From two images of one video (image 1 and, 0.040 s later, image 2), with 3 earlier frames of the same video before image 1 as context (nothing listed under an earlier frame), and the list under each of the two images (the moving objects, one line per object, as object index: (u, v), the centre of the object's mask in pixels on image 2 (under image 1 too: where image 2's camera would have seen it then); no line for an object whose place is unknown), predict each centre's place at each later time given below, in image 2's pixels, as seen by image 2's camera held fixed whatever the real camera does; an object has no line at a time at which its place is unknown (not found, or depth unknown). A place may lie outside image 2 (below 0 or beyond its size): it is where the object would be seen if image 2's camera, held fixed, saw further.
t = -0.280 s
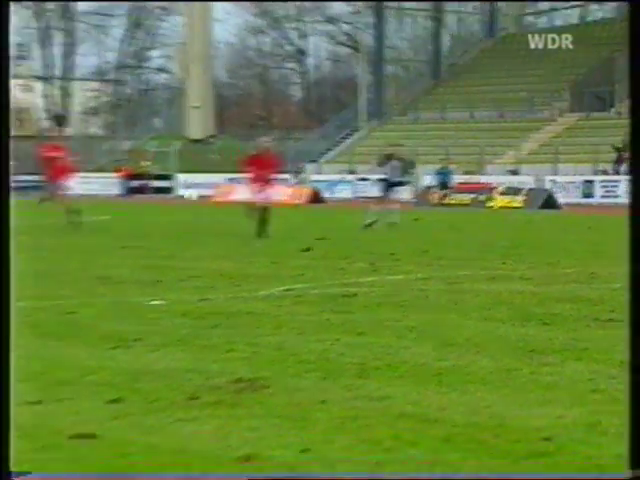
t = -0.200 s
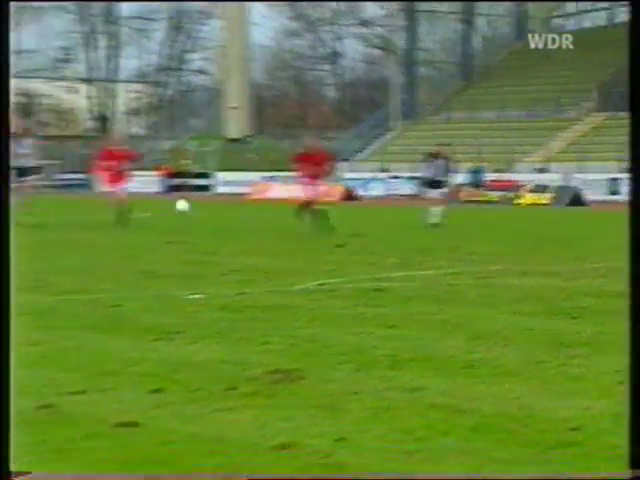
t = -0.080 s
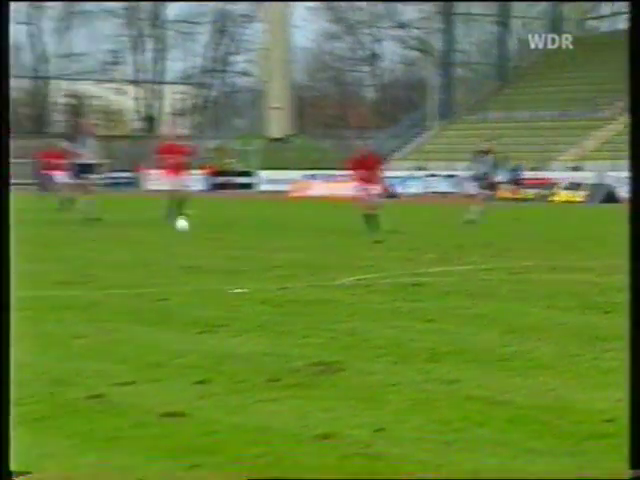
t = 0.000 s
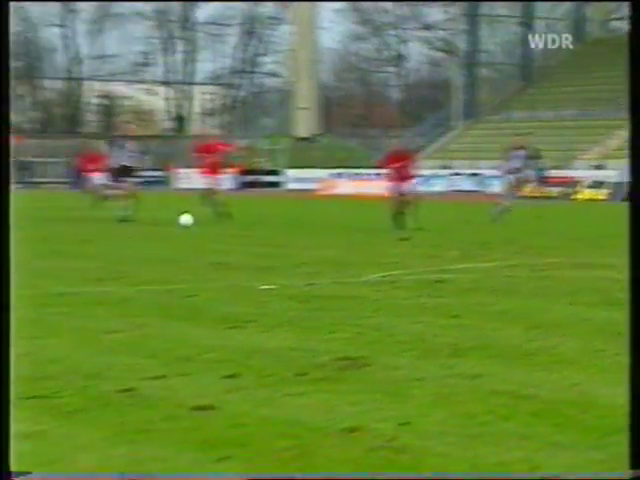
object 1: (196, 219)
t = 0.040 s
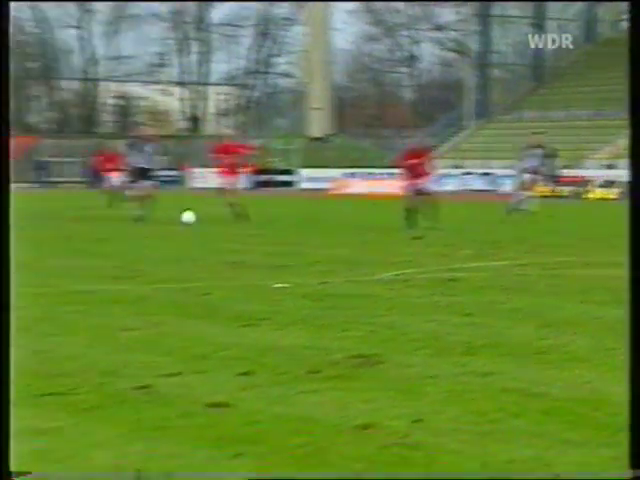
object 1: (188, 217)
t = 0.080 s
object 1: (177, 216)
